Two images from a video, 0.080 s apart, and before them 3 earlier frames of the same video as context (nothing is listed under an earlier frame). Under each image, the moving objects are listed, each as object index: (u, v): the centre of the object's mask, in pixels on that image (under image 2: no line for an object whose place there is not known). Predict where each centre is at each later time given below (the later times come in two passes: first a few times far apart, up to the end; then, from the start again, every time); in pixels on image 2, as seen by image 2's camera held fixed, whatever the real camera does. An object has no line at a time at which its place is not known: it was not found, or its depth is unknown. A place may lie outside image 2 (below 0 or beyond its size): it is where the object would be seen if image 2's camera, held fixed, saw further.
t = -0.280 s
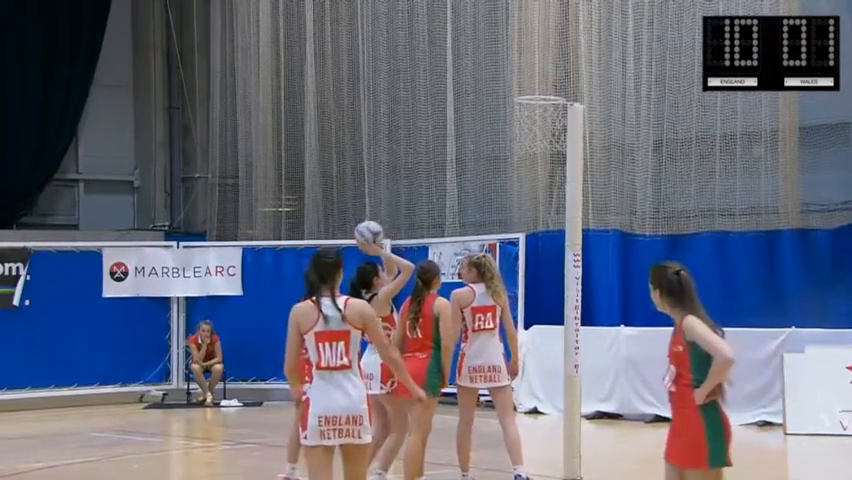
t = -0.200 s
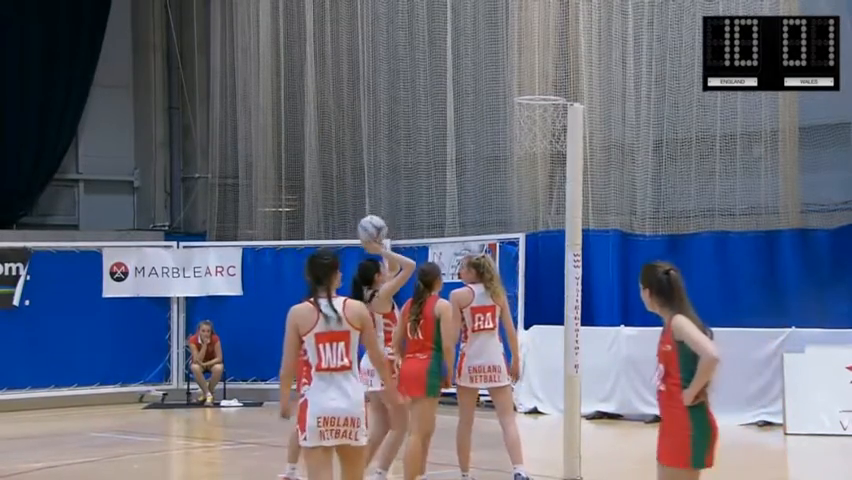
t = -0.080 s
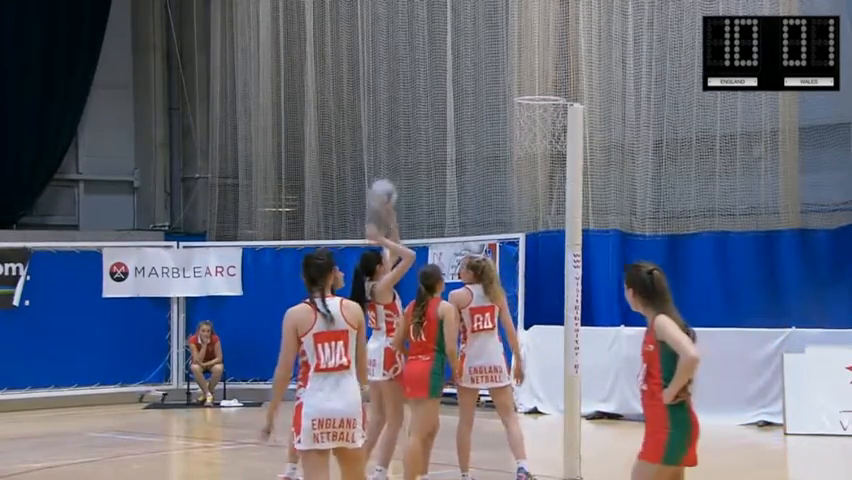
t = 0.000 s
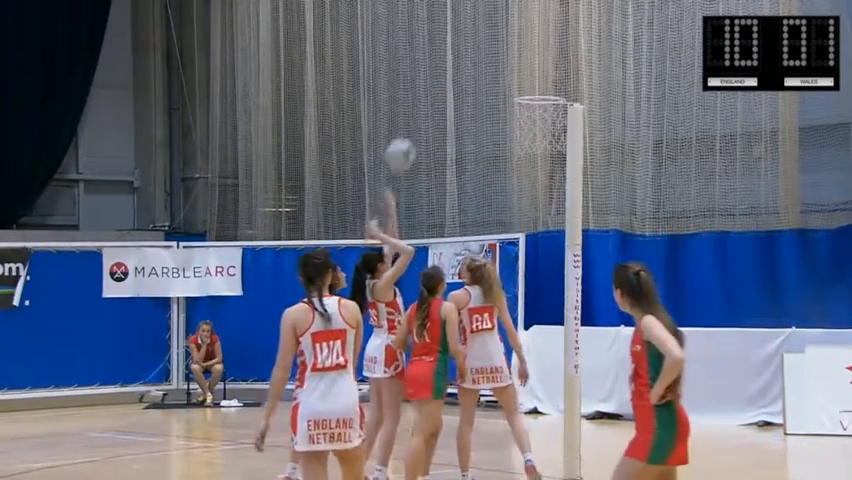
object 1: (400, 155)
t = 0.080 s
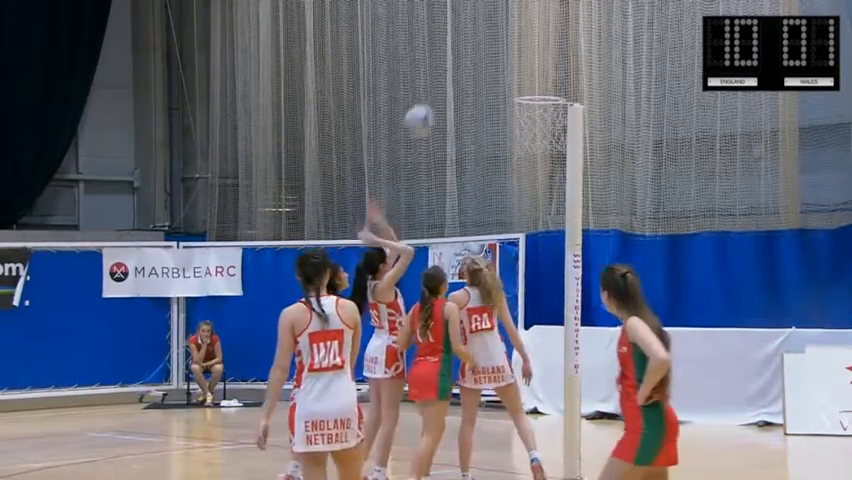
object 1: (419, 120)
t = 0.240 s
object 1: (457, 78)
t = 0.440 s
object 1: (503, 73)
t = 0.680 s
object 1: (552, 121)
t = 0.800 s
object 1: (559, 169)
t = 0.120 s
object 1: (428, 107)
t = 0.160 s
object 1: (439, 96)
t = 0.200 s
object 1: (447, 85)
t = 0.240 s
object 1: (457, 78)
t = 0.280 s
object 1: (466, 73)
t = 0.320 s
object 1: (474, 71)
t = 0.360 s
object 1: (484, 70)
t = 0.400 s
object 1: (494, 70)
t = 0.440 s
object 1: (503, 73)
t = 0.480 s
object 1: (515, 73)
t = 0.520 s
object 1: (521, 78)
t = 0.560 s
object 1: (529, 87)
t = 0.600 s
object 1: (540, 102)
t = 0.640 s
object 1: (548, 114)
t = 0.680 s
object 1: (552, 121)
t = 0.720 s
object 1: (554, 136)
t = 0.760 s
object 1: (558, 150)
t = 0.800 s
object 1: (559, 169)
